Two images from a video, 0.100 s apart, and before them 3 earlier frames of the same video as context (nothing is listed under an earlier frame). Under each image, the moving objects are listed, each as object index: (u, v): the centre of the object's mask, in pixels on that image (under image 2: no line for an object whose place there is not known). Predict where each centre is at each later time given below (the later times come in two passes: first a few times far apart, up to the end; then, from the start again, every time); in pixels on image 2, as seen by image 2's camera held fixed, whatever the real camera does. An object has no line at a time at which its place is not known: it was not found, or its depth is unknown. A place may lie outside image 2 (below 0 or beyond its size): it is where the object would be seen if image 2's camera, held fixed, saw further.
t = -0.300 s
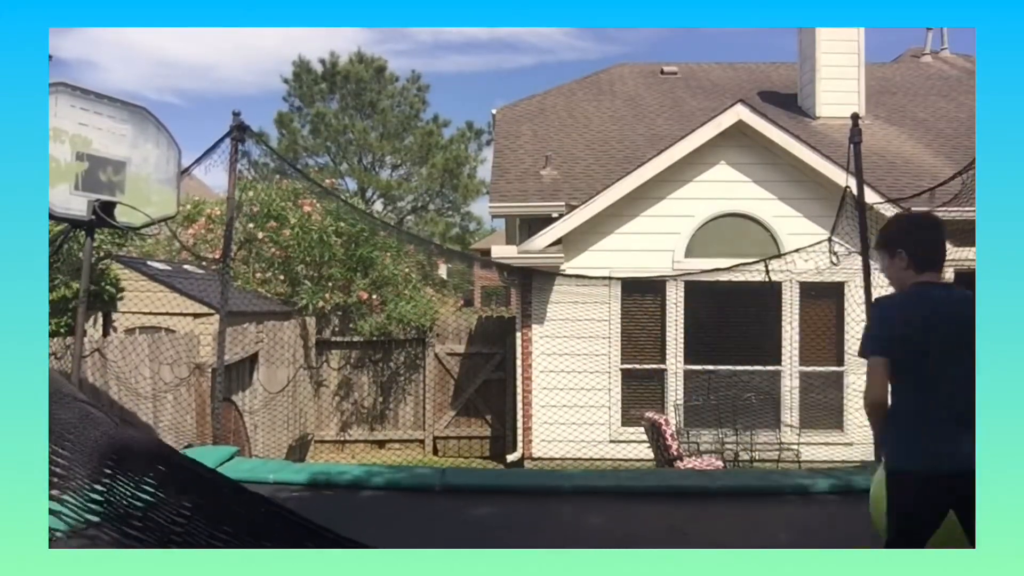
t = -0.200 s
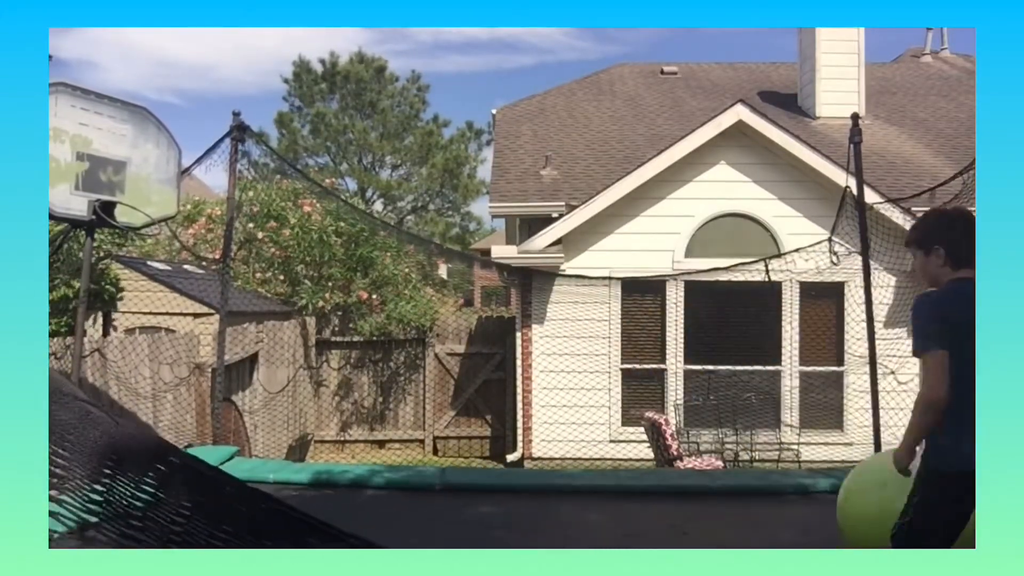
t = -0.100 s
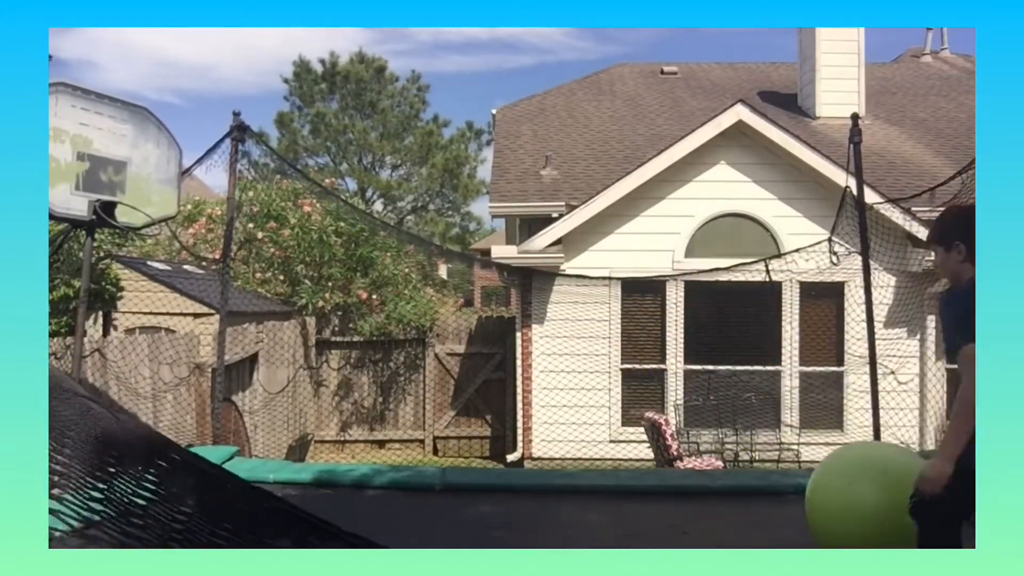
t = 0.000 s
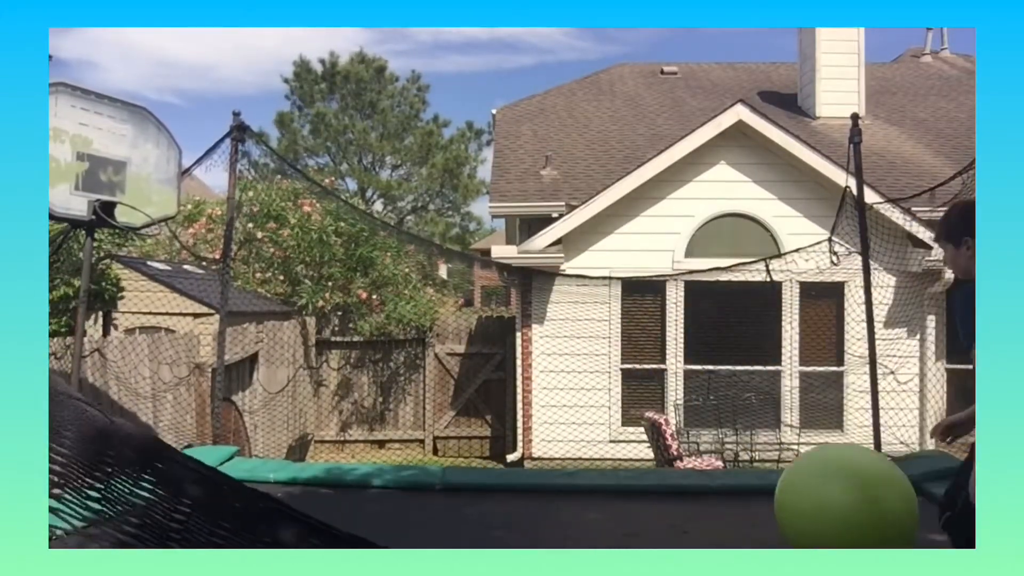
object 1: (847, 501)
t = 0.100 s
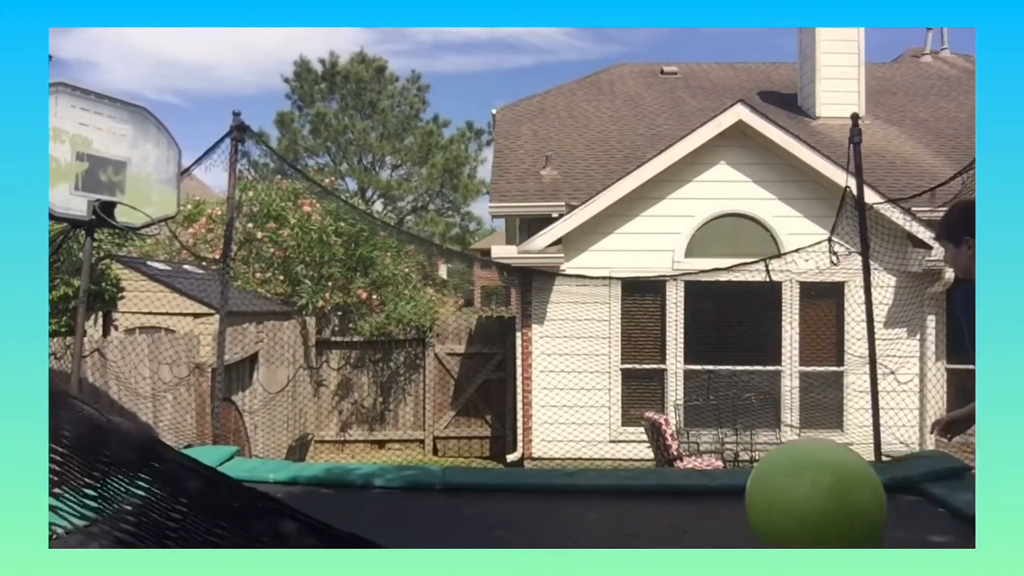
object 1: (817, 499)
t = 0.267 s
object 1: (771, 502)
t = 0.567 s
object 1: (687, 499)
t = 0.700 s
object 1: (650, 500)
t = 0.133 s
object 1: (808, 500)
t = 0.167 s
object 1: (797, 501)
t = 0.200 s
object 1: (787, 503)
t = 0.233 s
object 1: (779, 503)
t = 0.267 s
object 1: (771, 502)
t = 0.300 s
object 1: (770, 504)
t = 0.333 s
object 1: (761, 501)
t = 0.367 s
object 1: (749, 500)
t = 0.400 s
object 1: (742, 500)
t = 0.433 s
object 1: (737, 500)
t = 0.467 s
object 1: (714, 504)
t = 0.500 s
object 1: (705, 503)
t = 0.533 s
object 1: (696, 501)
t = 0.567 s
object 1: (687, 499)
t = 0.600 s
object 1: (678, 498)
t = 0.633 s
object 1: (669, 500)
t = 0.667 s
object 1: (660, 500)
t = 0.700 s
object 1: (650, 500)
